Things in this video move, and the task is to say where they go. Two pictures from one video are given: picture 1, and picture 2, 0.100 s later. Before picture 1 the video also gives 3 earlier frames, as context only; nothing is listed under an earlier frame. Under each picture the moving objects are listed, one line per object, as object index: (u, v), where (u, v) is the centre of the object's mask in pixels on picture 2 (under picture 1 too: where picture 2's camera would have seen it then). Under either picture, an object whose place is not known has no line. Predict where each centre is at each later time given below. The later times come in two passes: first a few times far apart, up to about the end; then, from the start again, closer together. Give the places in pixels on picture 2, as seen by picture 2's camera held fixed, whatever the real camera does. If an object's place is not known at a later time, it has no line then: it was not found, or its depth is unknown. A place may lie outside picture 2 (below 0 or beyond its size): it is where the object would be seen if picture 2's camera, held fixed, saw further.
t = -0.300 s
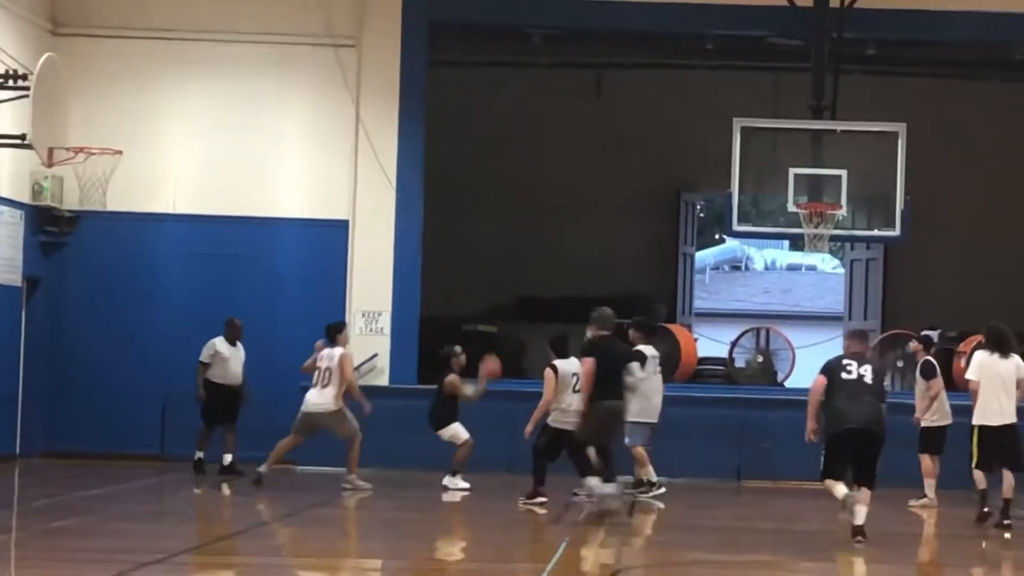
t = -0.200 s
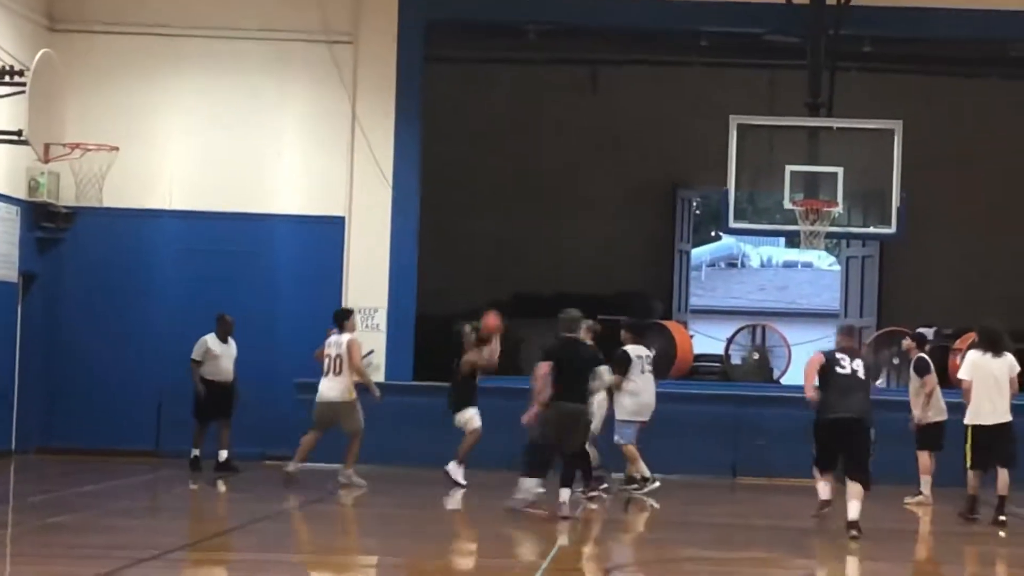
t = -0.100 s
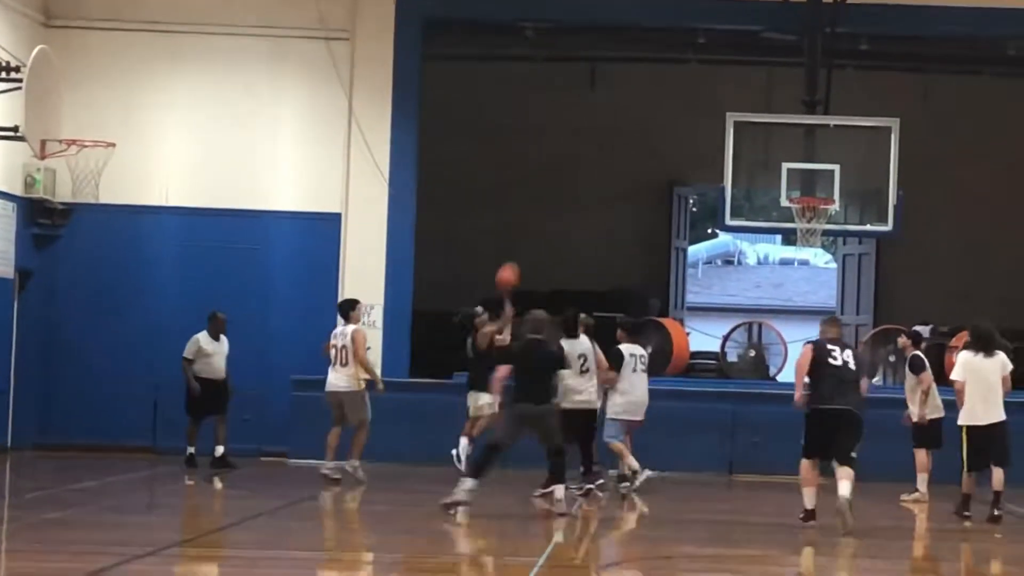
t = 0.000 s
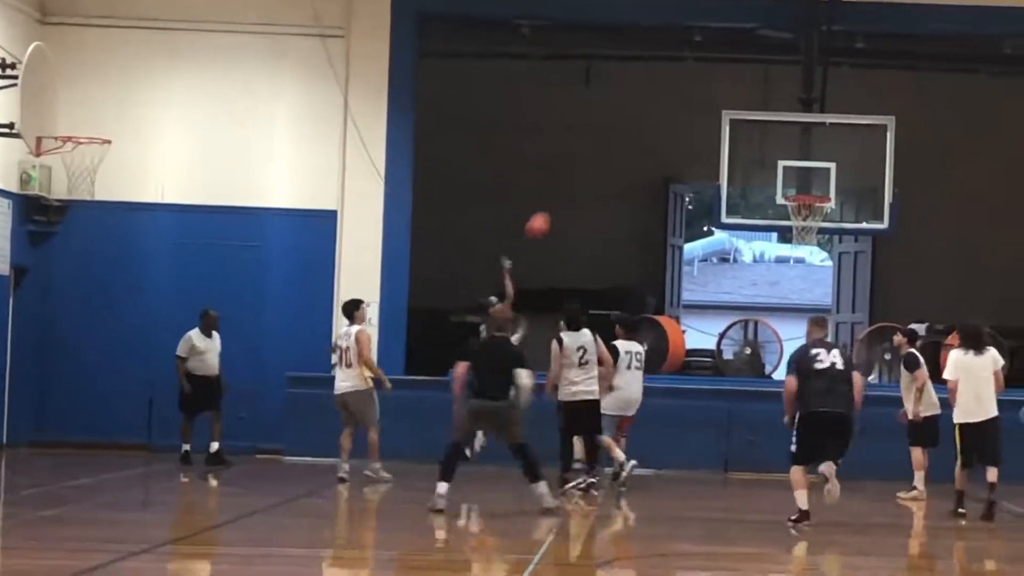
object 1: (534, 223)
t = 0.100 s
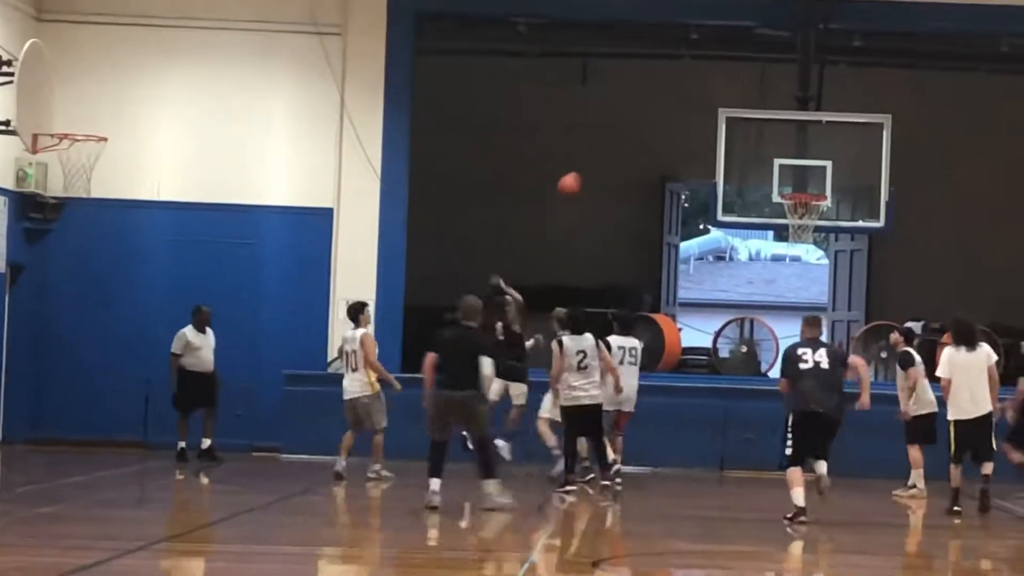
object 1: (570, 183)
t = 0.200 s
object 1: (604, 154)
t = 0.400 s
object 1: (670, 126)
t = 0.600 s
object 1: (735, 132)
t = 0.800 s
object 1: (796, 174)
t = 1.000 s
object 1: (808, 238)
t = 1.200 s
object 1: (782, 316)
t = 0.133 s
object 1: (581, 173)
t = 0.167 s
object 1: (593, 163)
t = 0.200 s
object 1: (604, 154)
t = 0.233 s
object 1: (615, 147)
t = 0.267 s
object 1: (626, 141)
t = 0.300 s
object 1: (637, 136)
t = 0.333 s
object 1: (648, 131)
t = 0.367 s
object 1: (659, 128)
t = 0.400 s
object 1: (670, 126)
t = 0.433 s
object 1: (681, 124)
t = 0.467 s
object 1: (692, 124)
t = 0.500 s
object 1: (703, 125)
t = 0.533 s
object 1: (712, 127)
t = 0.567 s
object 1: (724, 130)
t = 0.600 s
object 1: (735, 132)
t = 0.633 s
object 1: (745, 136)
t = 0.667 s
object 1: (754, 142)
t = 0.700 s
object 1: (765, 149)
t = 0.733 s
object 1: (775, 156)
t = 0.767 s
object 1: (785, 167)
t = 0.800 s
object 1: (796, 174)
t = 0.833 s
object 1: (806, 185)
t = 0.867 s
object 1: (816, 199)
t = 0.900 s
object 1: (813, 208)
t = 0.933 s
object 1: (810, 216)
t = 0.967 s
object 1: (809, 227)
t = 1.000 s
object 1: (808, 238)
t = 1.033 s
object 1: (802, 248)
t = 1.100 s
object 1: (787, 275)
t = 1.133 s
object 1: (787, 287)
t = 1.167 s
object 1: (784, 303)
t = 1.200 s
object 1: (782, 316)
